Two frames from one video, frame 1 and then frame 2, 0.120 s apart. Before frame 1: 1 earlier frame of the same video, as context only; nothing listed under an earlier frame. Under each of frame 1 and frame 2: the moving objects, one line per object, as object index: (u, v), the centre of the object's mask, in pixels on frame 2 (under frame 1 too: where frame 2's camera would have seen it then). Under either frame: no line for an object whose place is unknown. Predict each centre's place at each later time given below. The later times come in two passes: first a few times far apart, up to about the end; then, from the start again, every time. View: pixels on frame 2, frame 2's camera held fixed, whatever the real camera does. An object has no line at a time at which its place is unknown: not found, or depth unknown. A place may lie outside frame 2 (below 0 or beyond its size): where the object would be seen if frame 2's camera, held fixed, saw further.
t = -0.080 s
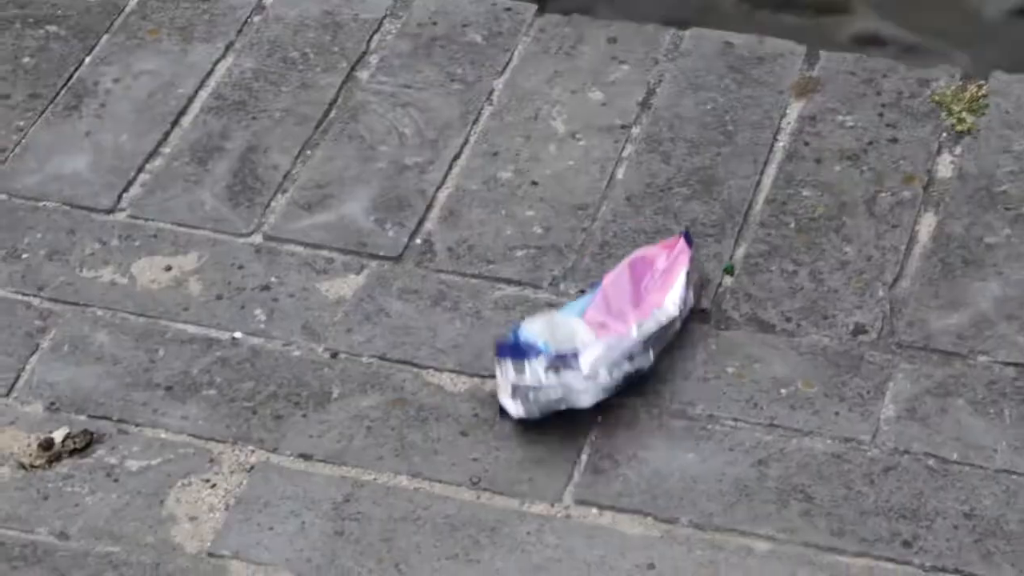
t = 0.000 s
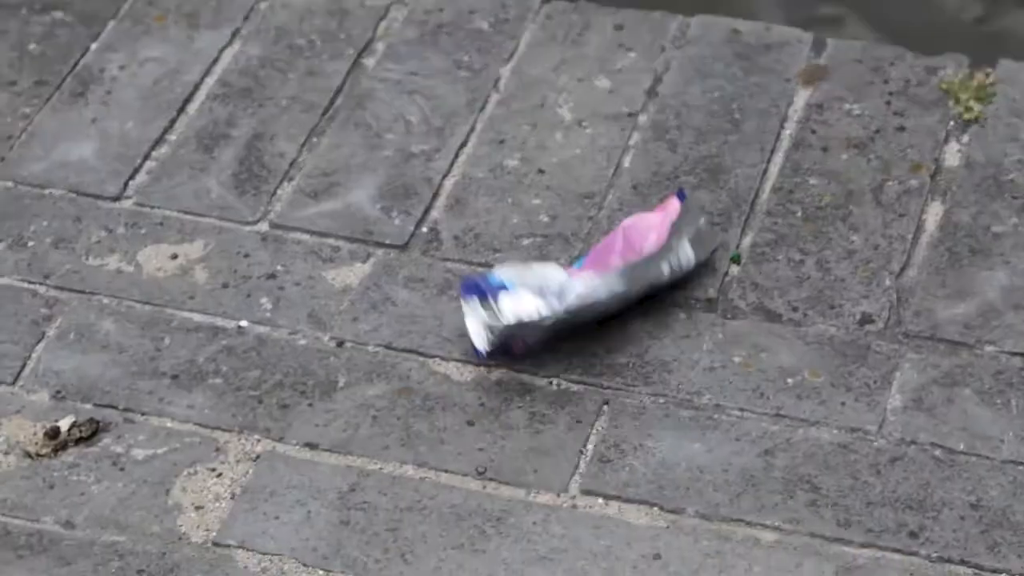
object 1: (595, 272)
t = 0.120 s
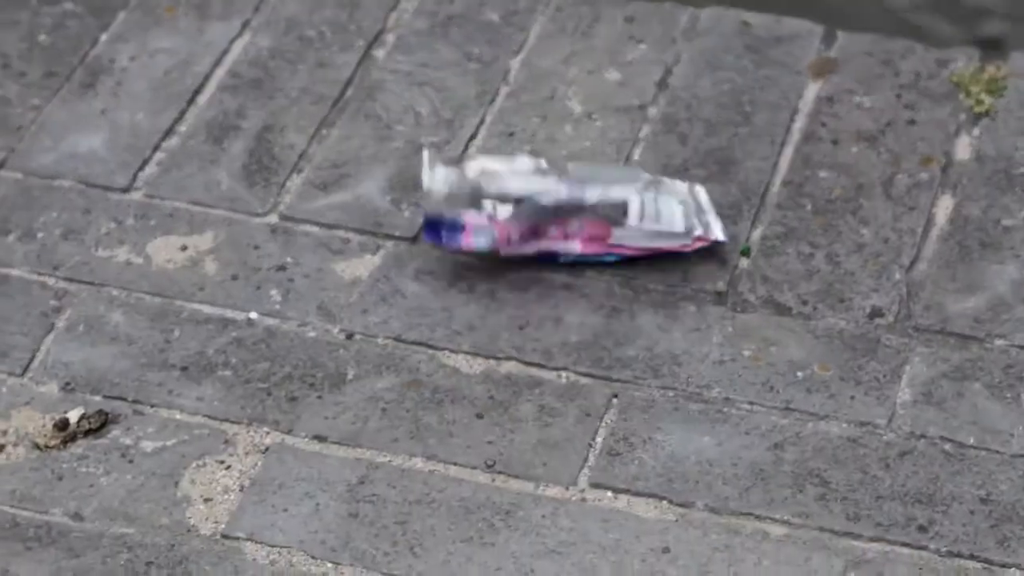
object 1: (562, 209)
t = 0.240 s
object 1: (563, 180)
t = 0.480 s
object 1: (545, 198)
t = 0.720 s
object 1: (433, 225)
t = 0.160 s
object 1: (554, 194)
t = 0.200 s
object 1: (558, 184)
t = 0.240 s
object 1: (563, 180)
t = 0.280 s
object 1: (565, 179)
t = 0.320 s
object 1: (567, 179)
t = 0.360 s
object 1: (569, 180)
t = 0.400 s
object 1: (570, 181)
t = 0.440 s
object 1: (567, 185)
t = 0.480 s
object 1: (545, 198)
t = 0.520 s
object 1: (509, 213)
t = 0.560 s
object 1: (468, 234)
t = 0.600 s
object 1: (441, 245)
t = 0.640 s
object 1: (431, 243)
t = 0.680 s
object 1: (431, 235)
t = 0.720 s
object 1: (433, 225)
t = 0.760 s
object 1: (438, 218)
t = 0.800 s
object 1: (453, 208)
